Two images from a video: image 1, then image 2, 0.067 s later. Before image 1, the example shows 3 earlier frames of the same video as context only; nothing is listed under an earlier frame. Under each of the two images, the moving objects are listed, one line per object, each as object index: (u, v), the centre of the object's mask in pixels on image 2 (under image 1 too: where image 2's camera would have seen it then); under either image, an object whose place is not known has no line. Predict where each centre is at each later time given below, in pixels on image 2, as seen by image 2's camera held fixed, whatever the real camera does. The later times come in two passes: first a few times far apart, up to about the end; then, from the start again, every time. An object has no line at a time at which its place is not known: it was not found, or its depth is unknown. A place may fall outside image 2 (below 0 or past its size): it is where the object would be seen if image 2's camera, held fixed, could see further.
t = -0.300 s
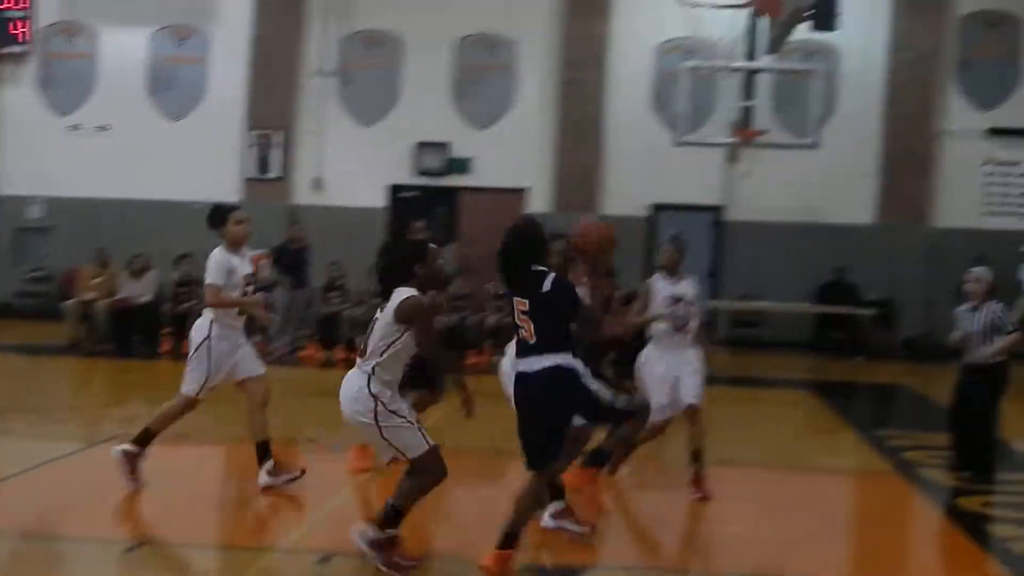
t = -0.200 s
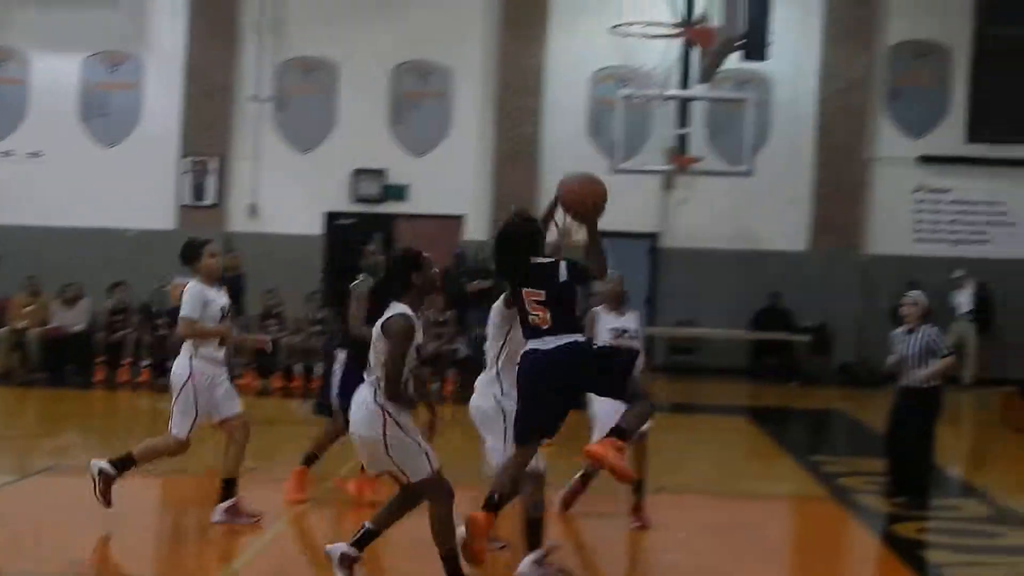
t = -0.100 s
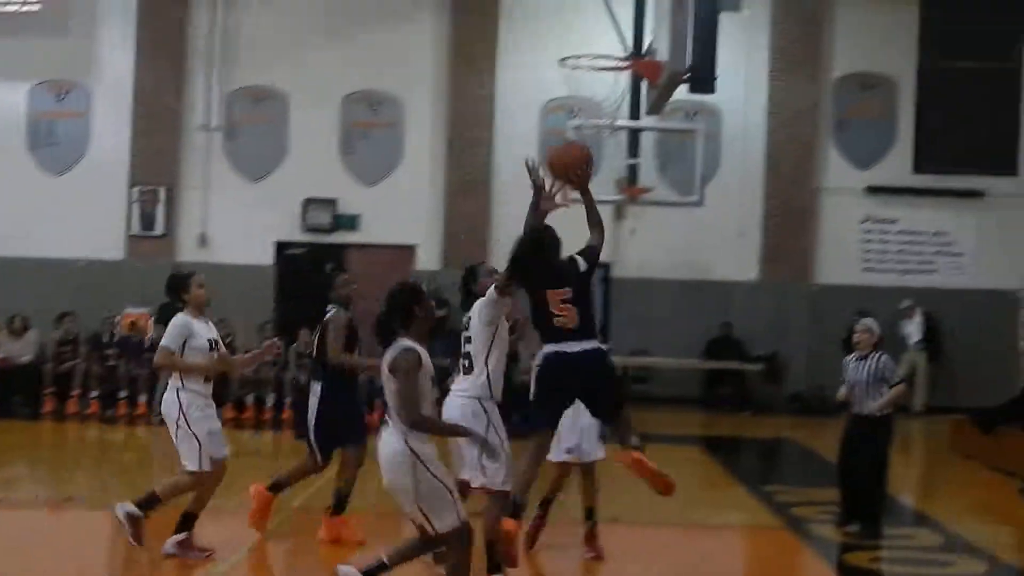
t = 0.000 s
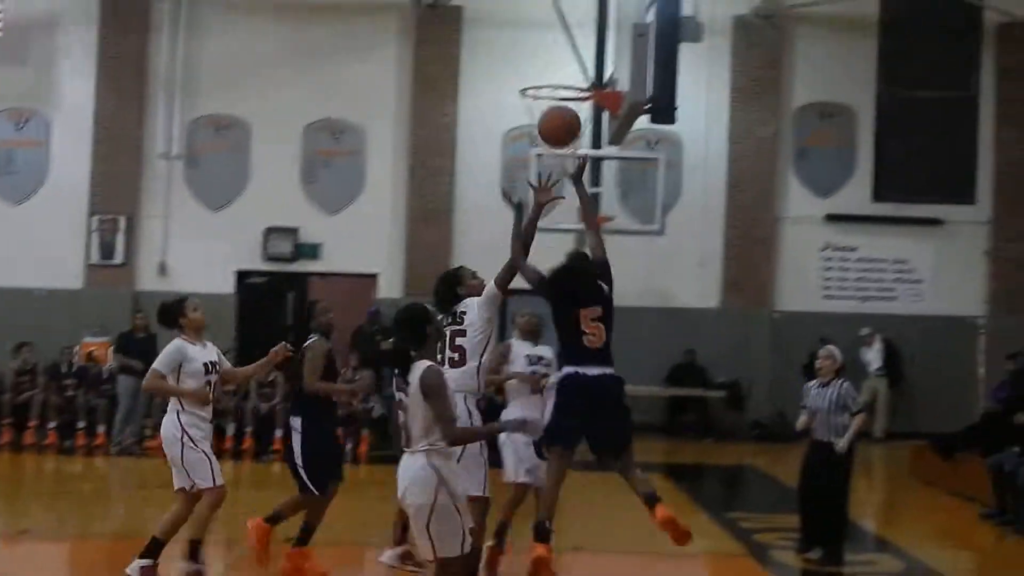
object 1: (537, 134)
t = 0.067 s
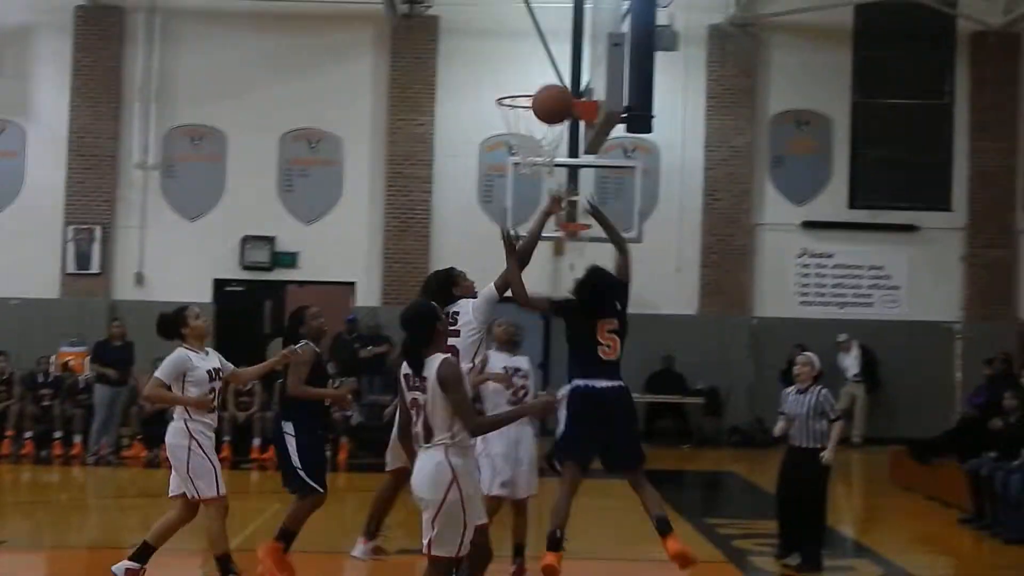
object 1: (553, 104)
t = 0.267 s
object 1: (570, 68)
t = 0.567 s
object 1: (528, 98)
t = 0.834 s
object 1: (519, 140)
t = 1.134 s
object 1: (523, 179)
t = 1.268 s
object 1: (532, 233)
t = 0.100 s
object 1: (560, 92)
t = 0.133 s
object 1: (568, 82)
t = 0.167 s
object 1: (575, 76)
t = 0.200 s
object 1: (581, 71)
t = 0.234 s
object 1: (578, 67)
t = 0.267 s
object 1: (570, 68)
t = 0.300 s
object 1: (561, 70)
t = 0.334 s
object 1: (552, 74)
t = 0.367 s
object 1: (545, 79)
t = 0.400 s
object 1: (538, 86)
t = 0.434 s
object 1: (530, 95)
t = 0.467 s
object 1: (524, 100)
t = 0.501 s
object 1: (522, 98)
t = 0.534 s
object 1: (520, 98)
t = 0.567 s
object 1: (528, 98)
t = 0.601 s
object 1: (540, 99)
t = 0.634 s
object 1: (548, 103)
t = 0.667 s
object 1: (544, 106)
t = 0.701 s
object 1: (540, 112)
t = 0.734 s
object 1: (534, 118)
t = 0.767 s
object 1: (530, 125)
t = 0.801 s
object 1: (523, 135)
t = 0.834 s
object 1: (519, 140)
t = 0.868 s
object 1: (515, 145)
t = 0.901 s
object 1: (512, 147)
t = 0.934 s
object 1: (512, 150)
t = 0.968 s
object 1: (512, 152)
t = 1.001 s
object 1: (513, 154)
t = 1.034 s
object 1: (515, 164)
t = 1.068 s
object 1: (518, 166)
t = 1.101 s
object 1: (520, 171)
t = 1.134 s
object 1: (523, 179)
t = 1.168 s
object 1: (525, 190)
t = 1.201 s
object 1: (528, 202)
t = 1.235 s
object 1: (530, 216)
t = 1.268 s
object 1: (532, 233)
